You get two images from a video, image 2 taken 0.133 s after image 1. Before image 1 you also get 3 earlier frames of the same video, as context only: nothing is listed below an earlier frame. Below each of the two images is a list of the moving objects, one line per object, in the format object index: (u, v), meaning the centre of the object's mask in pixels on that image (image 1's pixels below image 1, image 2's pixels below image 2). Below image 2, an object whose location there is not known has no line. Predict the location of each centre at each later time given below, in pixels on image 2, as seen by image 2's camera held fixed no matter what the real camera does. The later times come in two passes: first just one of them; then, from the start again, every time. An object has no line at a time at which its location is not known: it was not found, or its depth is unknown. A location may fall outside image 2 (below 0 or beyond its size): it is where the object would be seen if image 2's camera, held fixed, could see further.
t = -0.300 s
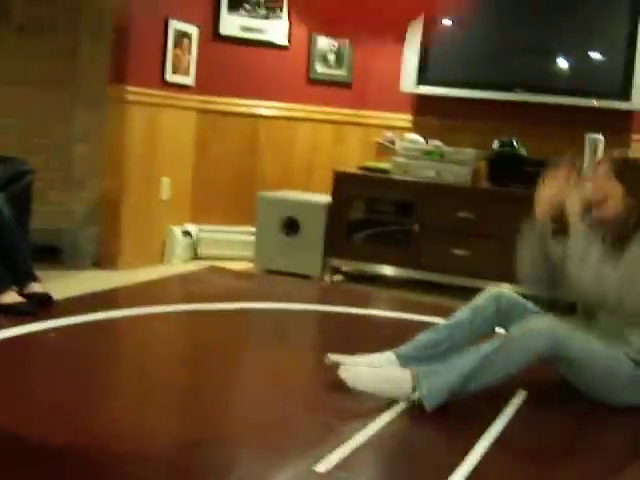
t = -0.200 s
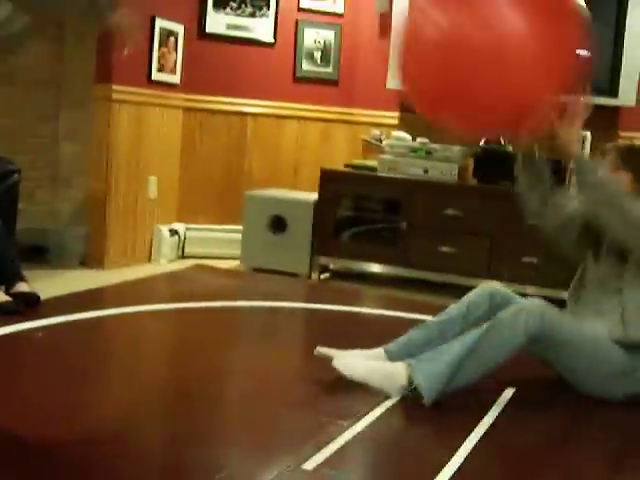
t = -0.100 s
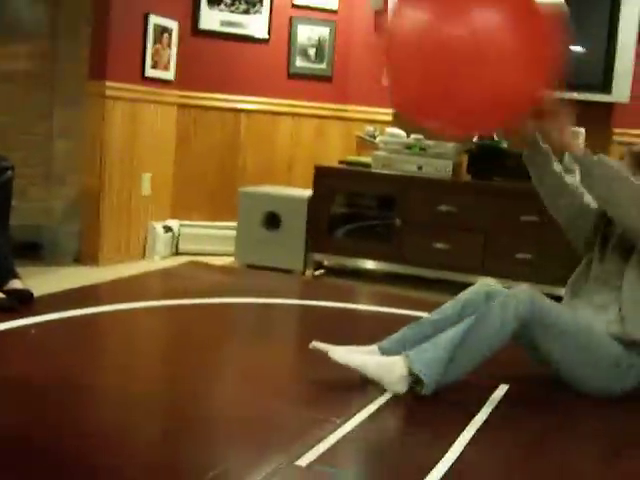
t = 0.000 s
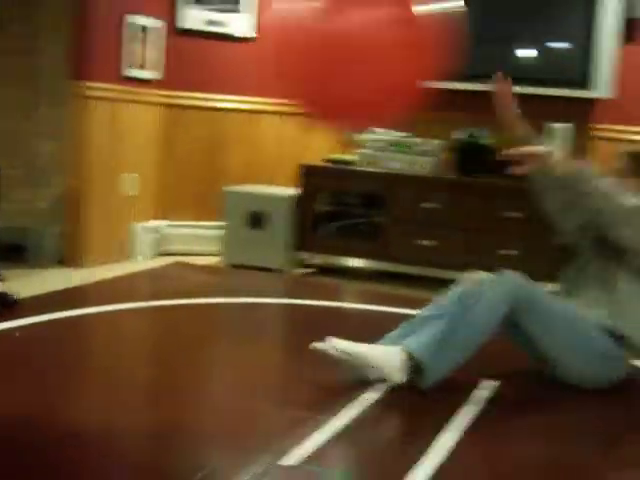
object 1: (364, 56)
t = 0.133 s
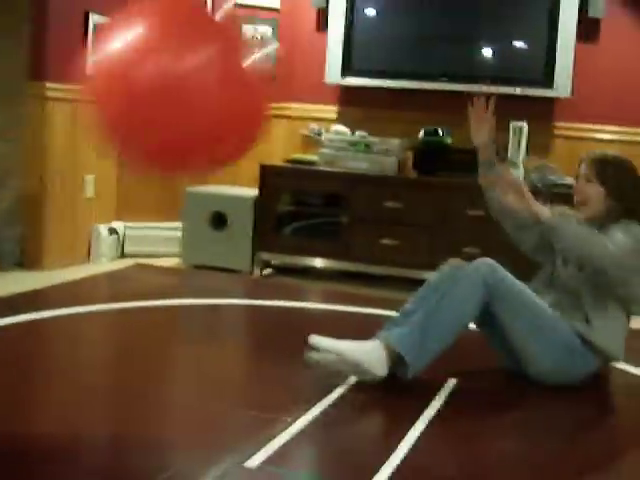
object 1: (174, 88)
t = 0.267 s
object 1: (65, 175)
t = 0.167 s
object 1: (135, 107)
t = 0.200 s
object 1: (102, 129)
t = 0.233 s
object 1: (81, 150)
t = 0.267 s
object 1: (65, 175)
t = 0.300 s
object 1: (48, 207)
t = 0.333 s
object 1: (33, 241)
